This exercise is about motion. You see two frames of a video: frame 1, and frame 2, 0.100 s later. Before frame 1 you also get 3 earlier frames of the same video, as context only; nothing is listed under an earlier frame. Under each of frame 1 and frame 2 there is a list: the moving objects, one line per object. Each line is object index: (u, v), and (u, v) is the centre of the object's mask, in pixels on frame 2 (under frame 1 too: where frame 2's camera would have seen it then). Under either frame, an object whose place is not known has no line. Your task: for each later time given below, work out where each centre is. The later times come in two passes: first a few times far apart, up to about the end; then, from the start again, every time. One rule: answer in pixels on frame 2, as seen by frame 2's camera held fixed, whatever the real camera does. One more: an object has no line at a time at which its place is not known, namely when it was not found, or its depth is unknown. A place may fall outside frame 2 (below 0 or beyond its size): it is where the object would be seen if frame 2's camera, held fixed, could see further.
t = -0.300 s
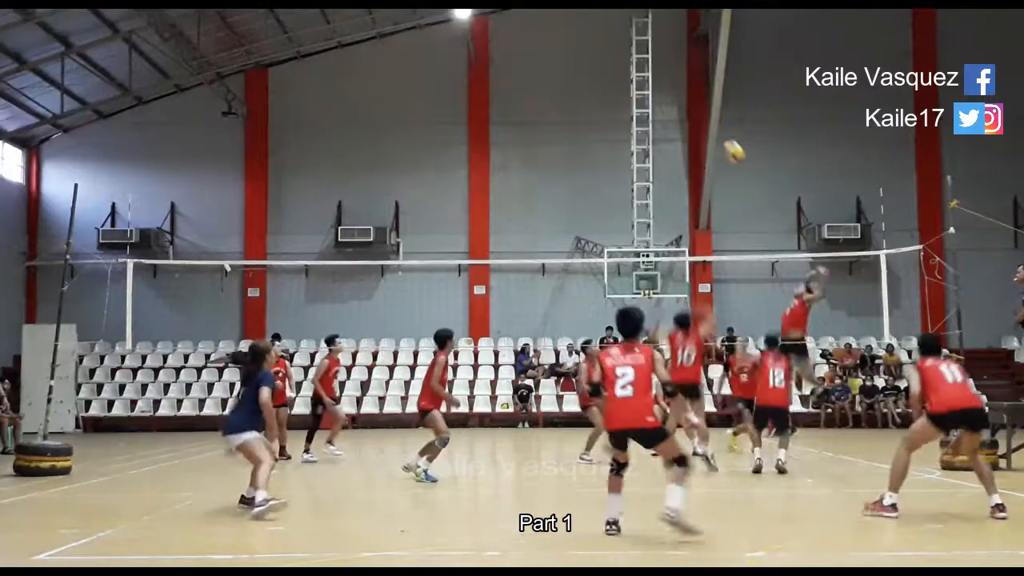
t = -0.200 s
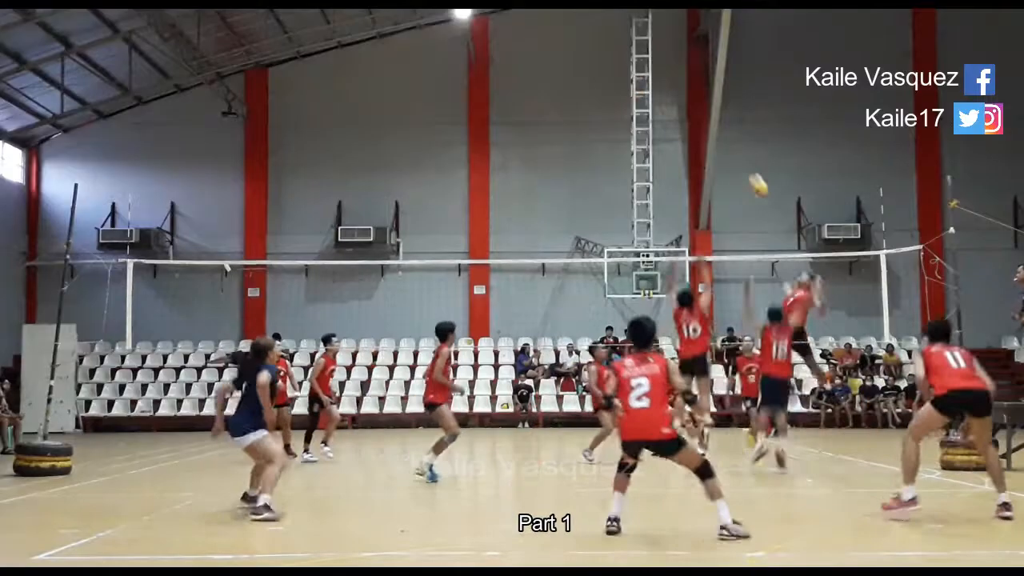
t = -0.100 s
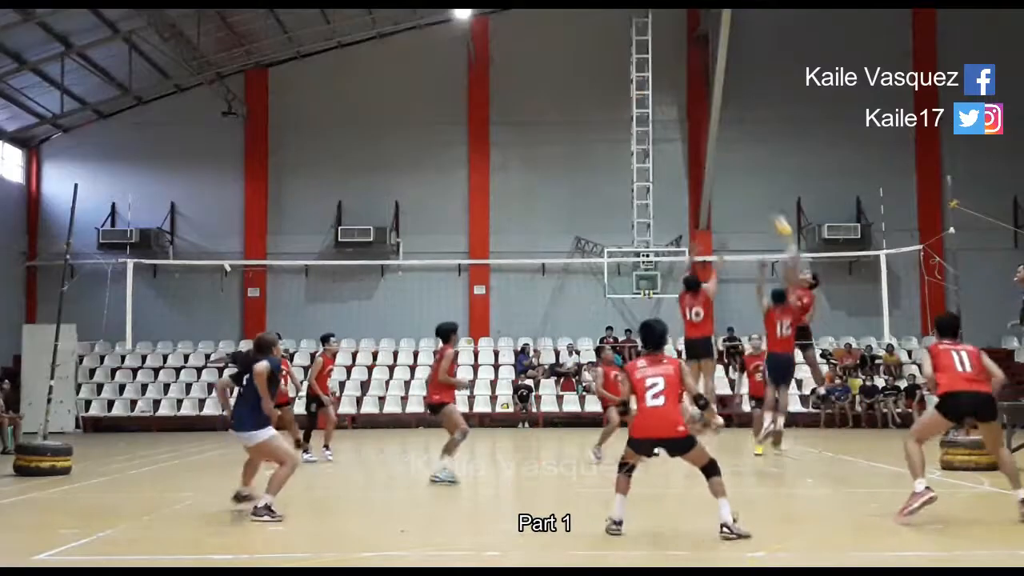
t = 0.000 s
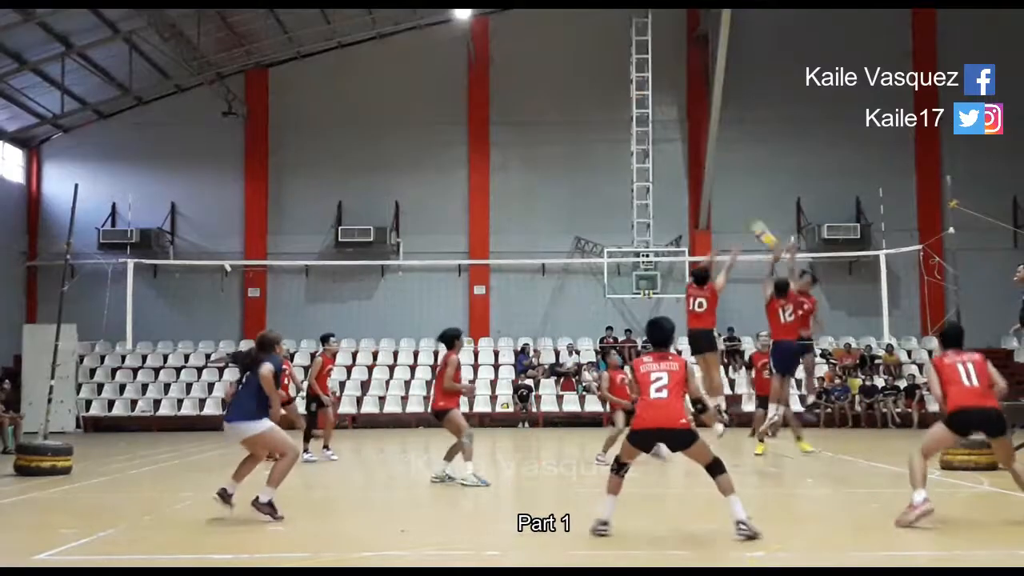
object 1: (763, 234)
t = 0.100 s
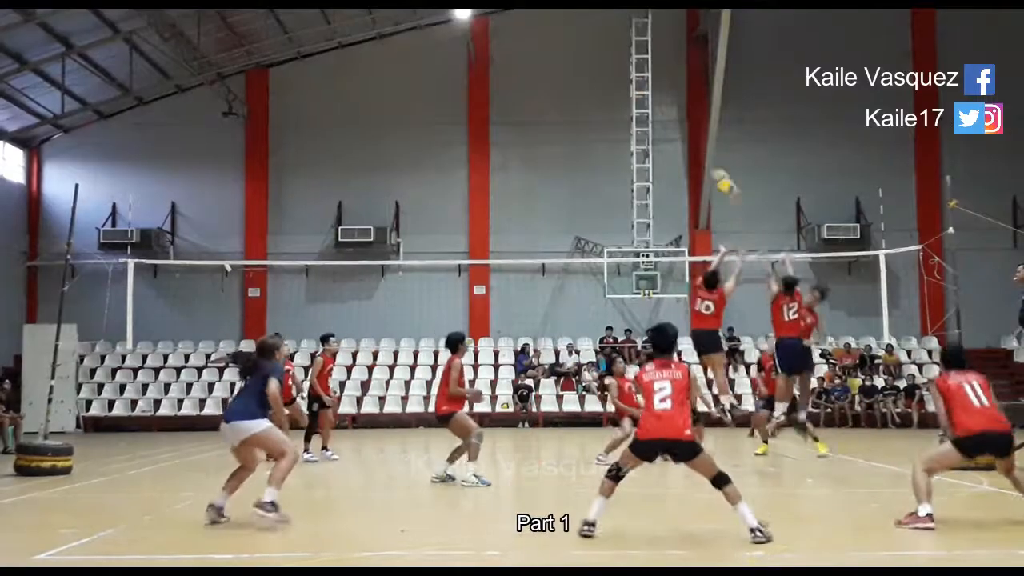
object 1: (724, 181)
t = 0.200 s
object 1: (684, 138)
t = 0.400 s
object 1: (599, 71)
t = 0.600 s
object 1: (509, 45)
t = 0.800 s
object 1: (409, 61)
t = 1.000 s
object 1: (297, 134)
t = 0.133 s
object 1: (710, 166)
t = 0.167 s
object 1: (697, 153)
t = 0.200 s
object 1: (684, 138)
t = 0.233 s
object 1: (671, 123)
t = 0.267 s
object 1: (656, 112)
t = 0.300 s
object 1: (645, 101)
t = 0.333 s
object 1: (628, 89)
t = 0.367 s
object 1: (613, 78)
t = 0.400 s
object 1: (599, 71)
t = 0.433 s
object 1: (585, 65)
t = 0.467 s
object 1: (571, 59)
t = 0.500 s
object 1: (556, 55)
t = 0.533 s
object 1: (541, 49)
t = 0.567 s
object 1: (525, 46)
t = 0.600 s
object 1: (509, 45)
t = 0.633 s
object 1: (493, 44)
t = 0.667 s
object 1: (476, 45)
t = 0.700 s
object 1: (461, 46)
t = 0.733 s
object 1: (443, 50)
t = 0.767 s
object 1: (426, 54)
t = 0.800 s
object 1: (409, 61)
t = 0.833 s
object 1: (391, 69)
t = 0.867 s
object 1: (374, 79)
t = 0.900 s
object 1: (354, 89)
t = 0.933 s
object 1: (336, 102)
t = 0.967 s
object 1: (316, 117)
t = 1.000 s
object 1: (297, 134)
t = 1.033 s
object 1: (277, 152)
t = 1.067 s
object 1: (257, 172)
